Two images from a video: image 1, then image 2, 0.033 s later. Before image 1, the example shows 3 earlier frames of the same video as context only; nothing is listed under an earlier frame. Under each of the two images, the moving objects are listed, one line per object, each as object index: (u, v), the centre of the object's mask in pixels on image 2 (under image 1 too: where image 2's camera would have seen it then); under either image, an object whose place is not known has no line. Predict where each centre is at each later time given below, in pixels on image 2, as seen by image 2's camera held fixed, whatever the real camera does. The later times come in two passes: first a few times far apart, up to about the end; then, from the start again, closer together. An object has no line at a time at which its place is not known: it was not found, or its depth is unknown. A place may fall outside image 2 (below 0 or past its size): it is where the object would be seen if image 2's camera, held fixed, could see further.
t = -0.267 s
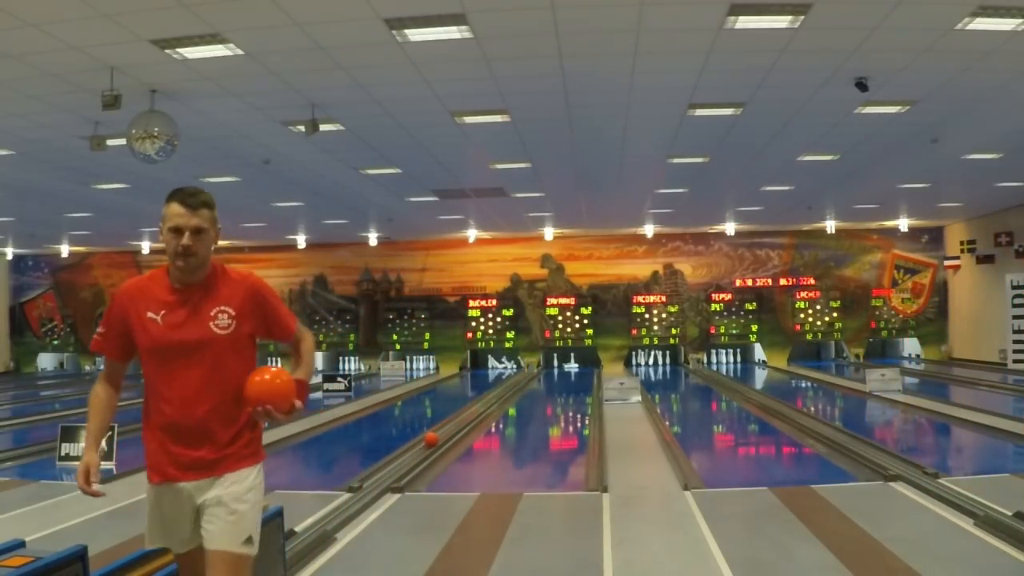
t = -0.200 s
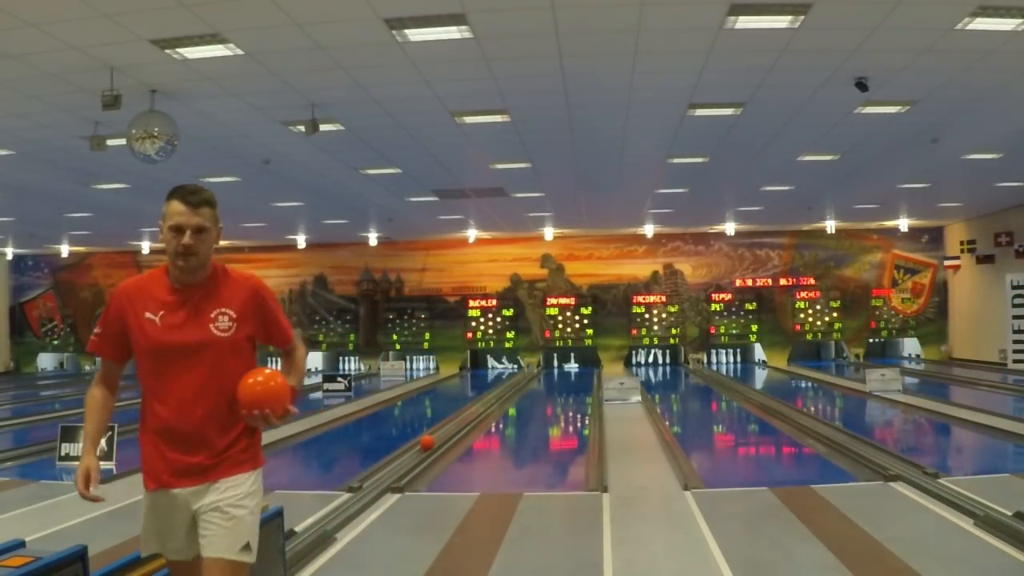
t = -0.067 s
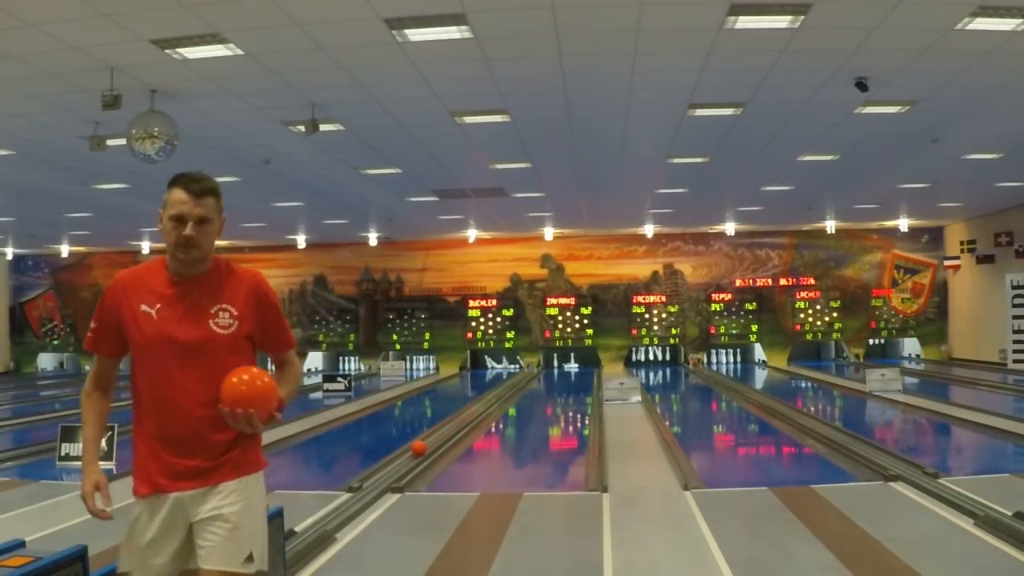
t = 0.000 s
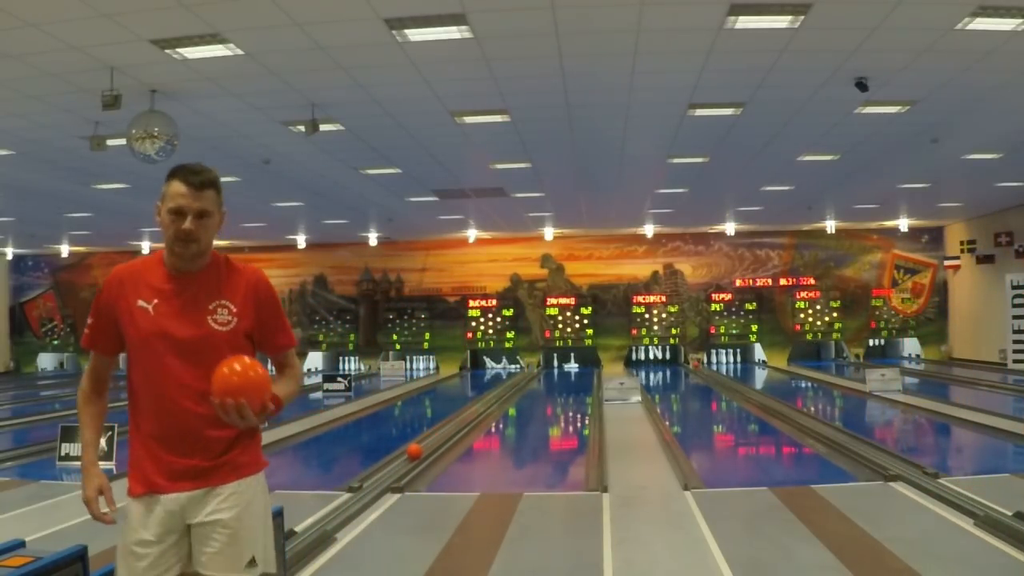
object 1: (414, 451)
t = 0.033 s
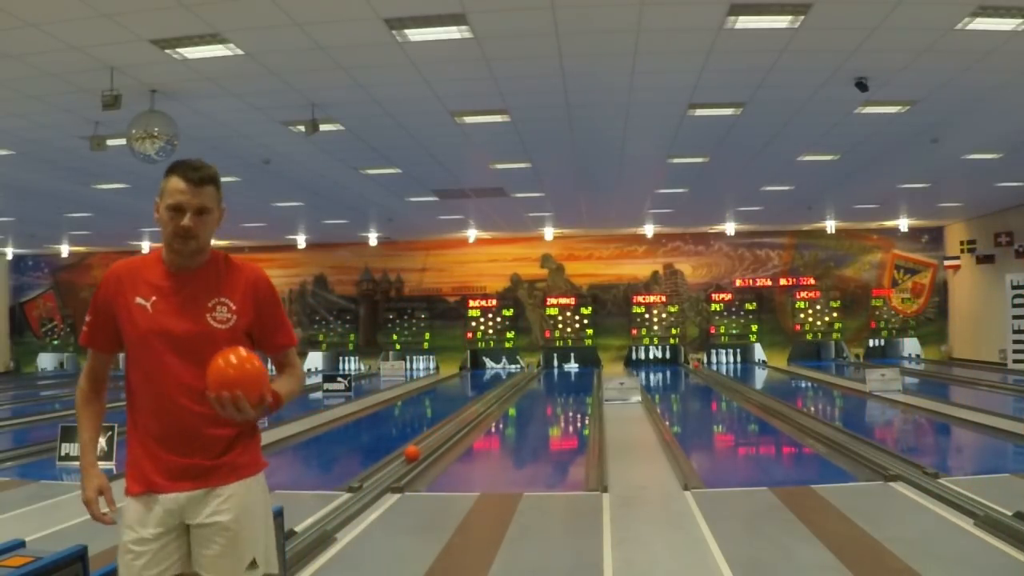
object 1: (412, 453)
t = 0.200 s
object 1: (399, 462)
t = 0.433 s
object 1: (378, 476)
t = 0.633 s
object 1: (357, 491)
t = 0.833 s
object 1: (332, 509)
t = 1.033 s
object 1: (301, 531)
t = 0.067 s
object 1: (409, 455)
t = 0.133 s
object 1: (405, 458)
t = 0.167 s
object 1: (402, 460)
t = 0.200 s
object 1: (399, 462)
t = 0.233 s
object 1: (396, 464)
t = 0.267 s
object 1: (394, 465)
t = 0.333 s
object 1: (388, 469)
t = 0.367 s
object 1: (385, 472)
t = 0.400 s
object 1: (381, 474)
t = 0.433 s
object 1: (378, 476)
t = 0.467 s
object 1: (375, 478)
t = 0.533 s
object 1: (368, 483)
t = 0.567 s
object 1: (365, 486)
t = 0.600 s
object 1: (361, 488)
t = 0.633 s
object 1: (357, 491)
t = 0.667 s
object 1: (354, 494)
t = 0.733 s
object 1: (345, 500)
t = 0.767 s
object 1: (341, 503)
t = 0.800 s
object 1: (337, 506)
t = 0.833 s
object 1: (332, 509)
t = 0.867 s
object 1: (328, 512)
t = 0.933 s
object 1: (318, 519)
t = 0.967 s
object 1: (312, 522)
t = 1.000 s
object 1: (307, 526)
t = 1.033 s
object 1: (301, 531)
